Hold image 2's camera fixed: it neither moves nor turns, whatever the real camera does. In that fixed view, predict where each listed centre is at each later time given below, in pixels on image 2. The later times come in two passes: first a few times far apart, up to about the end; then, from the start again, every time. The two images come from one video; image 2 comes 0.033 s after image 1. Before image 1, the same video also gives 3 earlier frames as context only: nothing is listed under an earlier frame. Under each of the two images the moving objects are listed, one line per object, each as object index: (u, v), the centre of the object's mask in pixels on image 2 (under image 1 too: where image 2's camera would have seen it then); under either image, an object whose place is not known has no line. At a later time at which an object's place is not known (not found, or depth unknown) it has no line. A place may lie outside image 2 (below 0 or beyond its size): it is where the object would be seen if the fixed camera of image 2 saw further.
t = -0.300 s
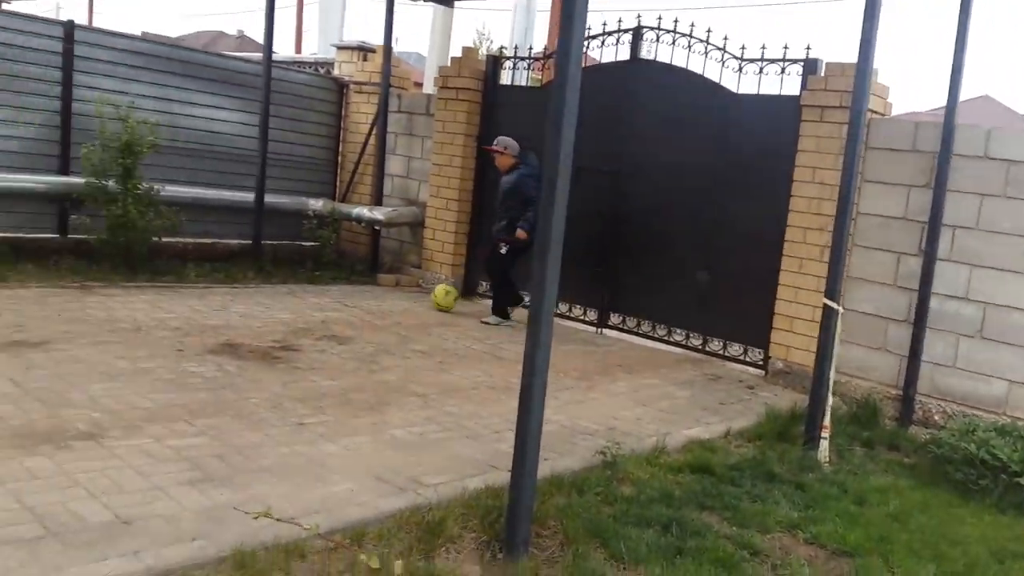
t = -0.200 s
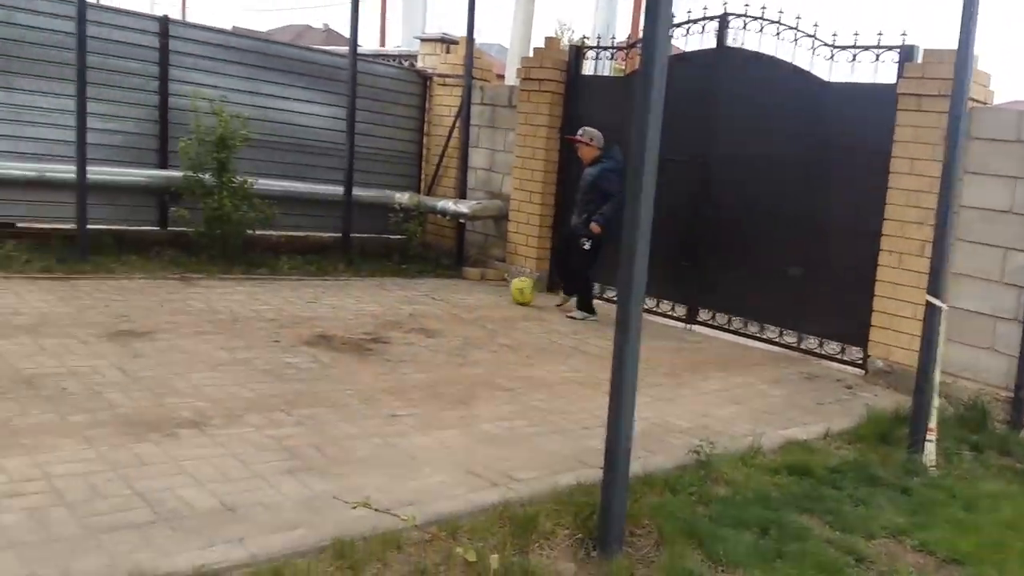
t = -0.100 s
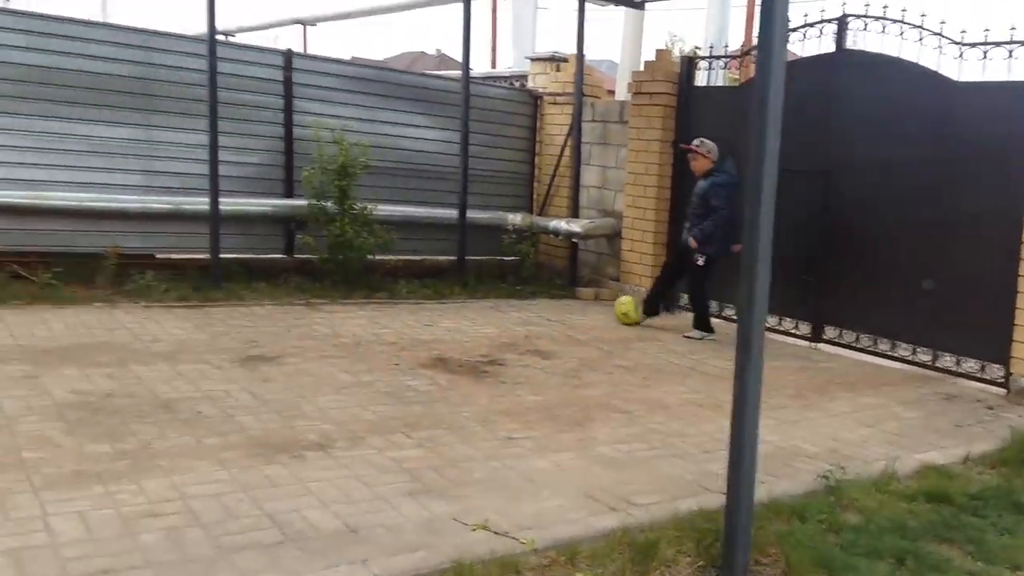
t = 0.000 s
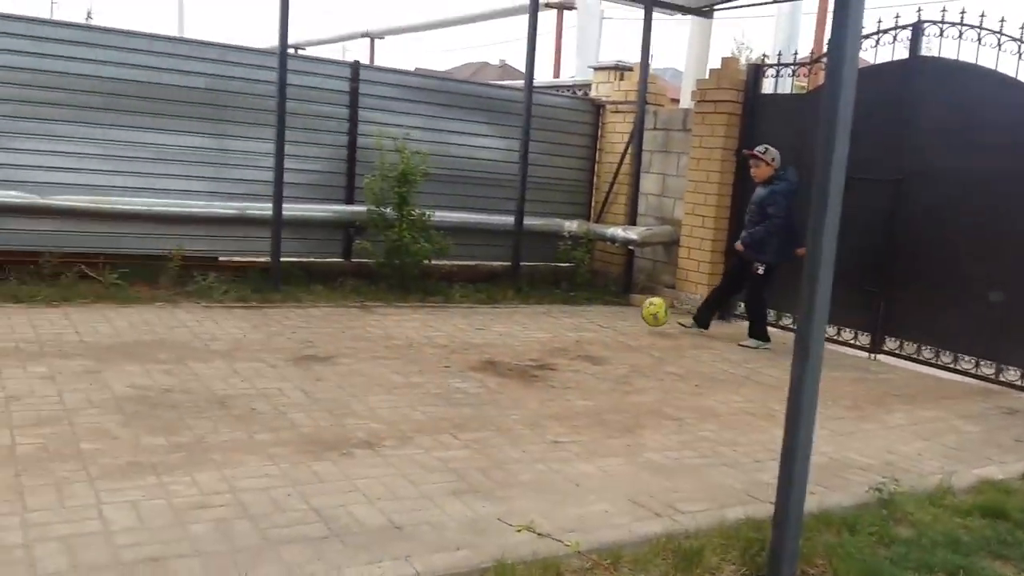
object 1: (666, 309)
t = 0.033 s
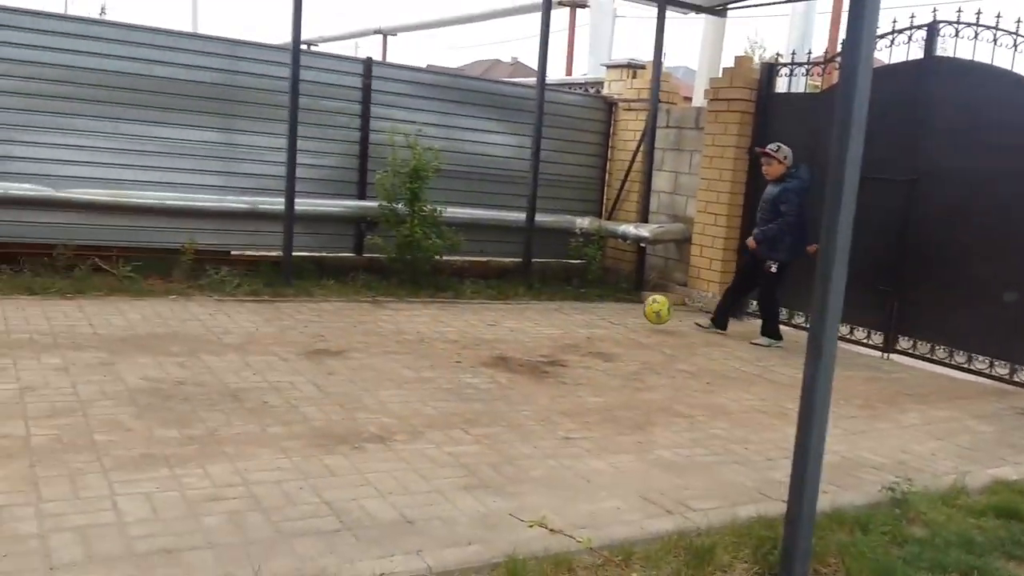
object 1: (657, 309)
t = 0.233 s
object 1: (612, 316)
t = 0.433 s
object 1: (578, 320)
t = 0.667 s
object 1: (539, 323)
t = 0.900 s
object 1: (501, 324)
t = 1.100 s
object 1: (471, 326)
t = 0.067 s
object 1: (648, 312)
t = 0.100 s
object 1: (639, 315)
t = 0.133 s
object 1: (630, 318)
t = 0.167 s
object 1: (624, 316)
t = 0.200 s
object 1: (618, 315)
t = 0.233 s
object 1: (612, 316)
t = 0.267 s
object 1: (605, 318)
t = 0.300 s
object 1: (599, 319)
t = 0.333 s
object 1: (594, 318)
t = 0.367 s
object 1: (589, 319)
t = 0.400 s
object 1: (583, 320)
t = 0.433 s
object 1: (578, 320)
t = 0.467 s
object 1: (573, 320)
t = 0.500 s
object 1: (568, 322)
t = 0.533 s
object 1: (563, 322)
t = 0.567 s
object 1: (557, 322)
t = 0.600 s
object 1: (551, 322)
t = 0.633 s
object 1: (544, 323)
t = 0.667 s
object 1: (539, 323)
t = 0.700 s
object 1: (534, 322)
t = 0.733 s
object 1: (529, 323)
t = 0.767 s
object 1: (523, 323)
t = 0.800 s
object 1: (518, 324)
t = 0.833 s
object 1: (513, 324)
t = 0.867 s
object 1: (507, 324)
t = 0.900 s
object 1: (501, 324)
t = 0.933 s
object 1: (497, 324)
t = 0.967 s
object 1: (492, 325)
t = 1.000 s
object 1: (487, 326)
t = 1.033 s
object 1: (482, 325)
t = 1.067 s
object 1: (477, 325)
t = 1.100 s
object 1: (471, 326)
